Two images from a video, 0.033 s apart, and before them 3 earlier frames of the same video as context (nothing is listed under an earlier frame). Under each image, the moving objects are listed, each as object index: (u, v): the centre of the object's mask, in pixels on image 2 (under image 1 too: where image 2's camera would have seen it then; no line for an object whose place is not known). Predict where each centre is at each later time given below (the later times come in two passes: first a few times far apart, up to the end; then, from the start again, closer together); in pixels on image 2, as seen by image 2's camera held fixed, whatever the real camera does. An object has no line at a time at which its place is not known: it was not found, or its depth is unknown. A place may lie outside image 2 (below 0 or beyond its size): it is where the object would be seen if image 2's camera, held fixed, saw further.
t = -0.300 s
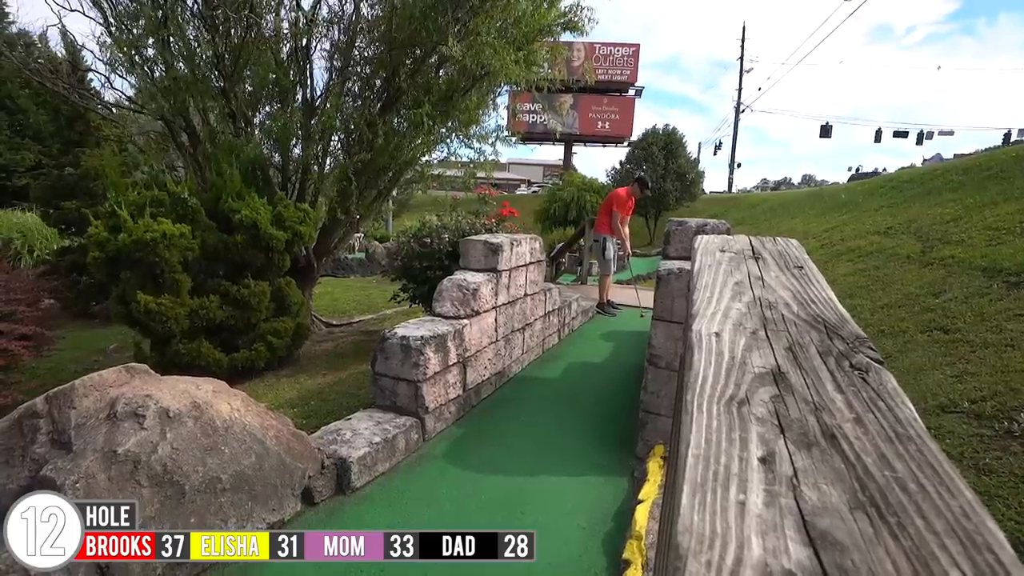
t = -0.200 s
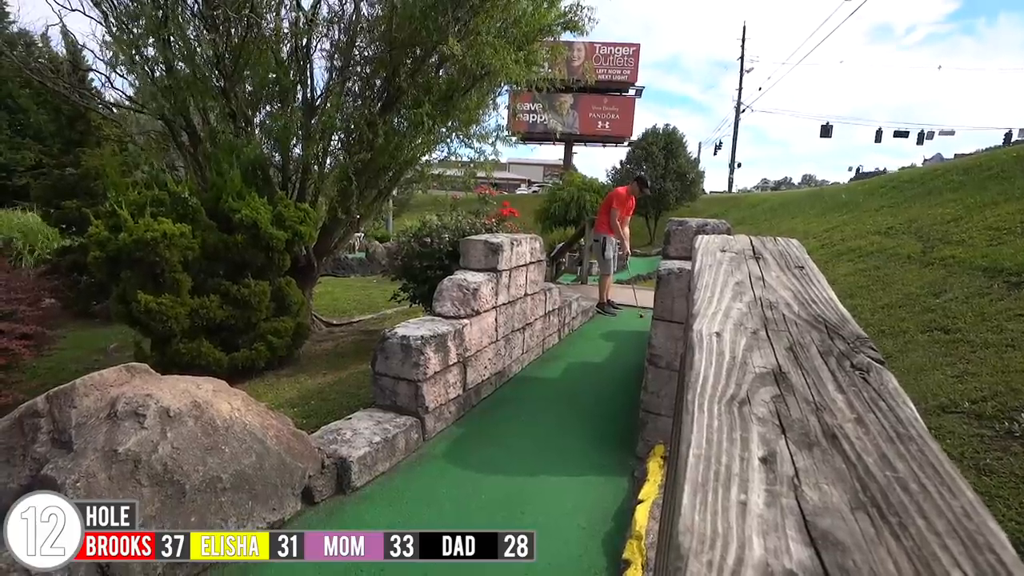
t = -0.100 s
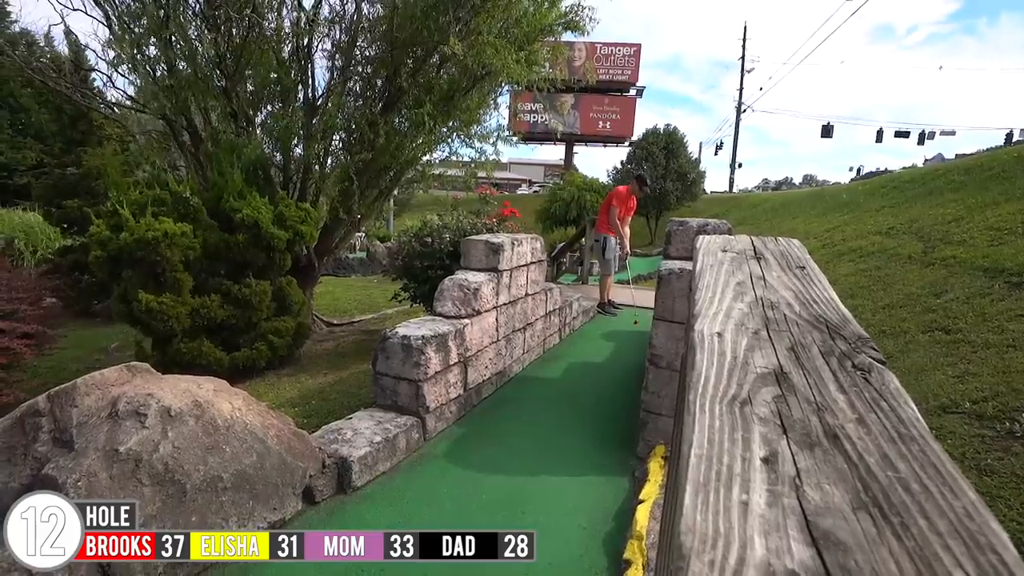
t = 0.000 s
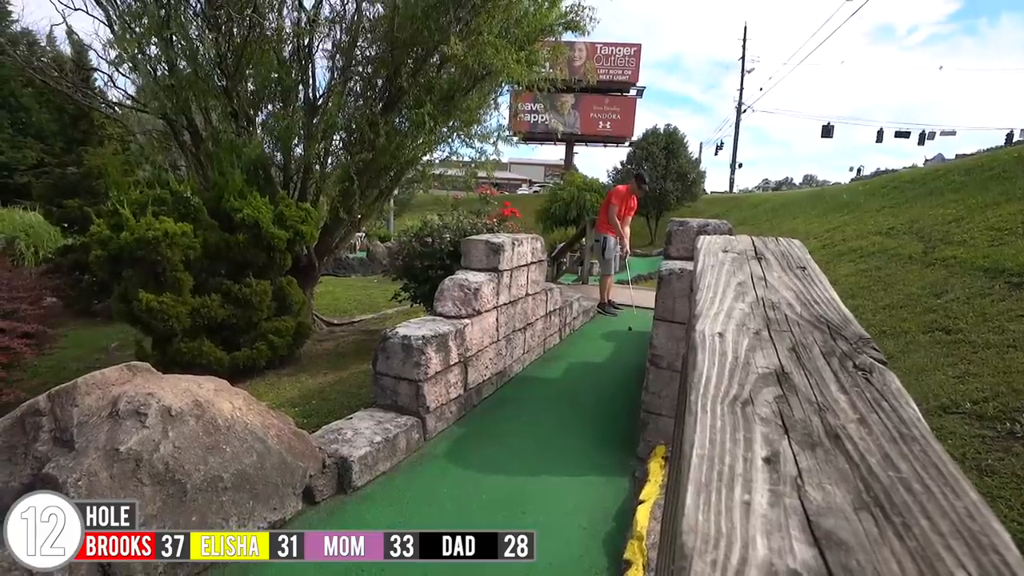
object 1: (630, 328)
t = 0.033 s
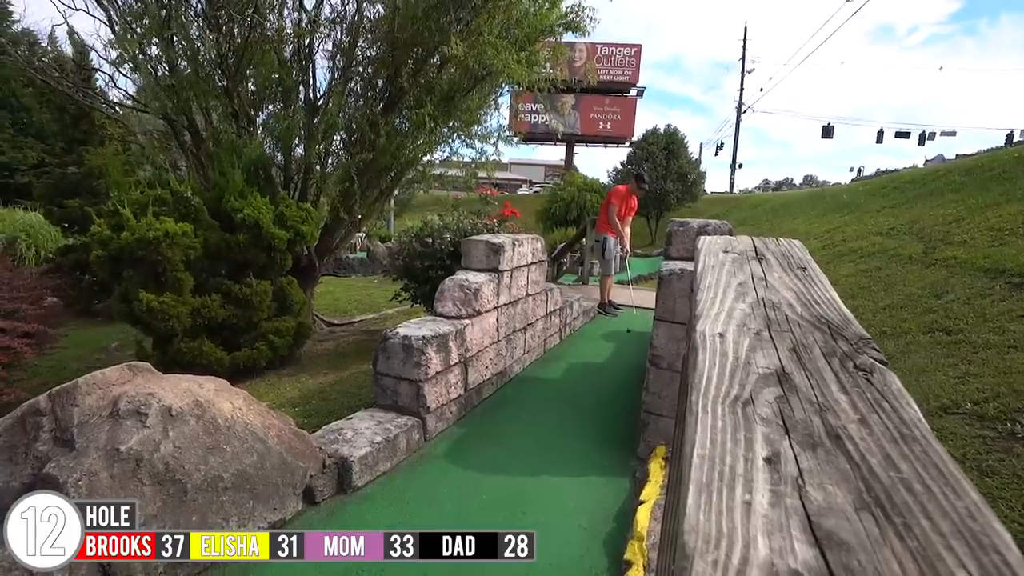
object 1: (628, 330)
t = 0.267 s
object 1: (613, 344)
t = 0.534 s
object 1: (591, 364)
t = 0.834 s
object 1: (555, 395)
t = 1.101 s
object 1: (510, 431)
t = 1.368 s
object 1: (444, 482)
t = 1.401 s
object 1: (434, 489)
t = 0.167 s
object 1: (619, 338)
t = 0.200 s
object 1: (617, 340)
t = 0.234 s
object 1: (615, 342)
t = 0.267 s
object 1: (613, 344)
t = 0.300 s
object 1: (610, 347)
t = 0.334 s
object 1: (607, 348)
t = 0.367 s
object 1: (605, 351)
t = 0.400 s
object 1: (603, 353)
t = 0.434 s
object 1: (600, 356)
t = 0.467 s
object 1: (596, 358)
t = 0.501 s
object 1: (594, 361)
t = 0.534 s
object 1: (591, 364)
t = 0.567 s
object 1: (589, 367)
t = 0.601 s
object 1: (584, 370)
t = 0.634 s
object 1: (581, 373)
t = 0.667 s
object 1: (577, 376)
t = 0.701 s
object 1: (573, 379)
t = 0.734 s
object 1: (568, 383)
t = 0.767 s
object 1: (564, 387)
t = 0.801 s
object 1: (559, 391)
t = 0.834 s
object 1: (555, 395)
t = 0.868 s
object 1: (550, 399)
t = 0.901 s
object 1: (545, 403)
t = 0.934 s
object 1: (540, 408)
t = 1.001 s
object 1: (529, 416)
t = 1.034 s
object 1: (523, 421)
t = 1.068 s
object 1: (517, 426)
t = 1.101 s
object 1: (510, 431)
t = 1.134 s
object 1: (503, 436)
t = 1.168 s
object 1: (496, 442)
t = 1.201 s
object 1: (488, 448)
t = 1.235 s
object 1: (480, 454)
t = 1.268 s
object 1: (471, 461)
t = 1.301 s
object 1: (463, 468)
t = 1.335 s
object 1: (453, 475)
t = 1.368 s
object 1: (444, 482)
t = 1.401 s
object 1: (434, 489)
